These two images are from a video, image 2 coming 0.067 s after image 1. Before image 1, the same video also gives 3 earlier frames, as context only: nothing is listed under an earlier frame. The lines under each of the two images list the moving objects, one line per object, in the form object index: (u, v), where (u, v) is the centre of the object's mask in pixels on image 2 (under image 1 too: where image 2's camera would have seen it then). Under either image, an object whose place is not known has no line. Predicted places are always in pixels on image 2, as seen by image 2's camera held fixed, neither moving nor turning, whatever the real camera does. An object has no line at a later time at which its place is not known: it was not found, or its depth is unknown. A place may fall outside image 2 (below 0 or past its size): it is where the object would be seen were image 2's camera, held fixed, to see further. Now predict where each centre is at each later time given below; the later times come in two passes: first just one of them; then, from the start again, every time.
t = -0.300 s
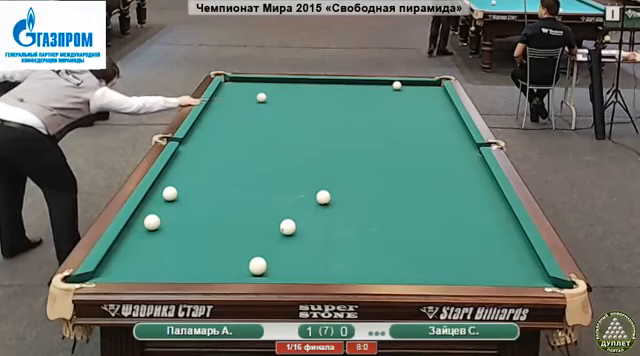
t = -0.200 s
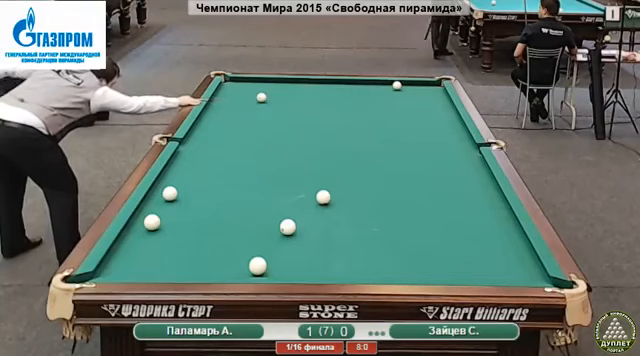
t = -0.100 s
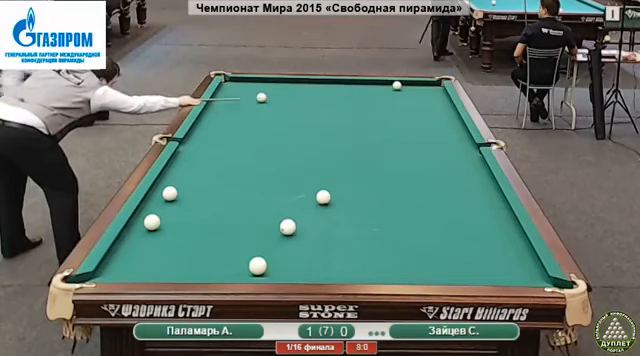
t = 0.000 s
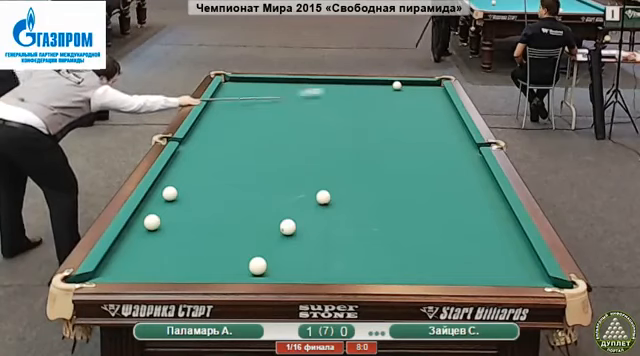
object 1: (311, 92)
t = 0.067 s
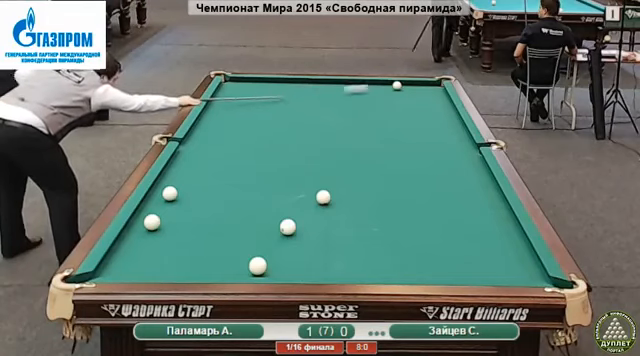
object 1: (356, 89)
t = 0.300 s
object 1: (442, 85)
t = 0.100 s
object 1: (377, 87)
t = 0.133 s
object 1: (404, 85)
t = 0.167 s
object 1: (424, 83)
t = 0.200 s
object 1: (438, 82)
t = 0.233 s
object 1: (440, 82)
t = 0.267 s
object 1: (440, 82)
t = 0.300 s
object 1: (442, 85)
